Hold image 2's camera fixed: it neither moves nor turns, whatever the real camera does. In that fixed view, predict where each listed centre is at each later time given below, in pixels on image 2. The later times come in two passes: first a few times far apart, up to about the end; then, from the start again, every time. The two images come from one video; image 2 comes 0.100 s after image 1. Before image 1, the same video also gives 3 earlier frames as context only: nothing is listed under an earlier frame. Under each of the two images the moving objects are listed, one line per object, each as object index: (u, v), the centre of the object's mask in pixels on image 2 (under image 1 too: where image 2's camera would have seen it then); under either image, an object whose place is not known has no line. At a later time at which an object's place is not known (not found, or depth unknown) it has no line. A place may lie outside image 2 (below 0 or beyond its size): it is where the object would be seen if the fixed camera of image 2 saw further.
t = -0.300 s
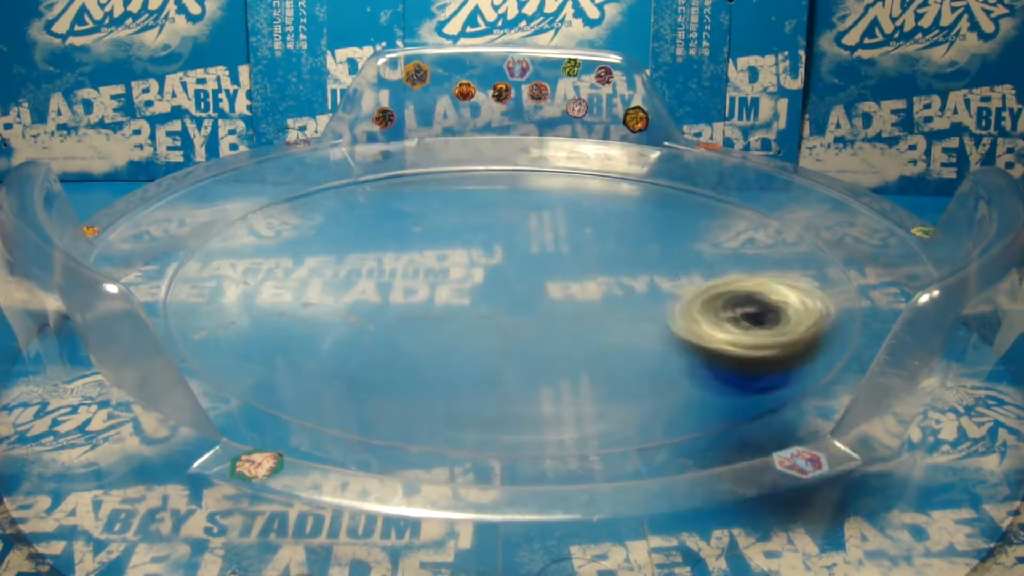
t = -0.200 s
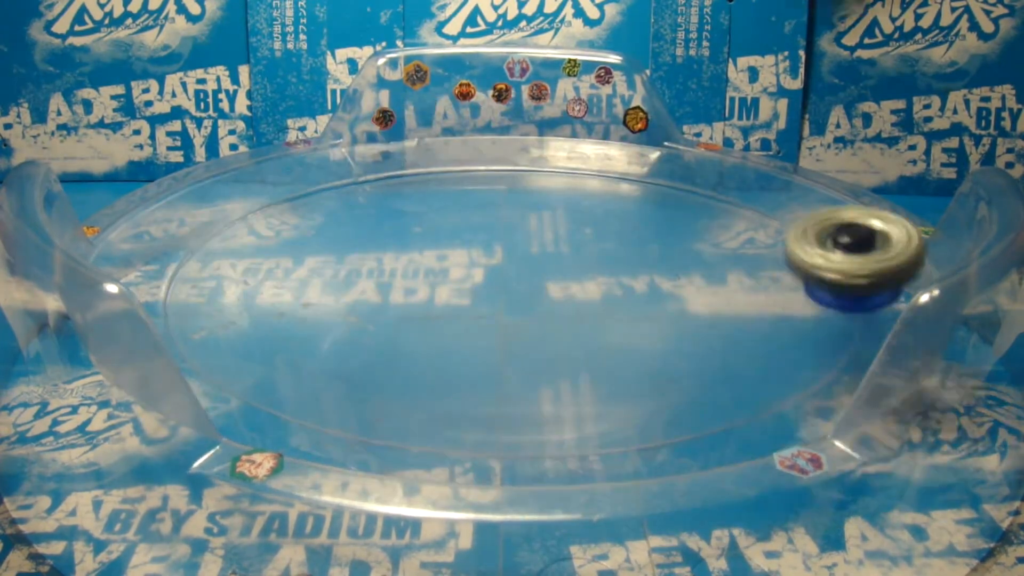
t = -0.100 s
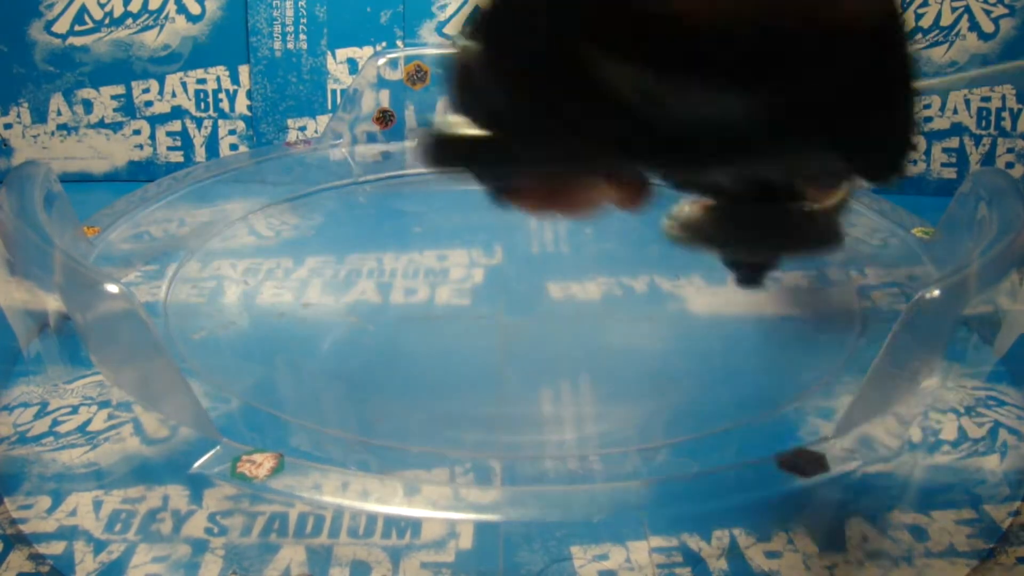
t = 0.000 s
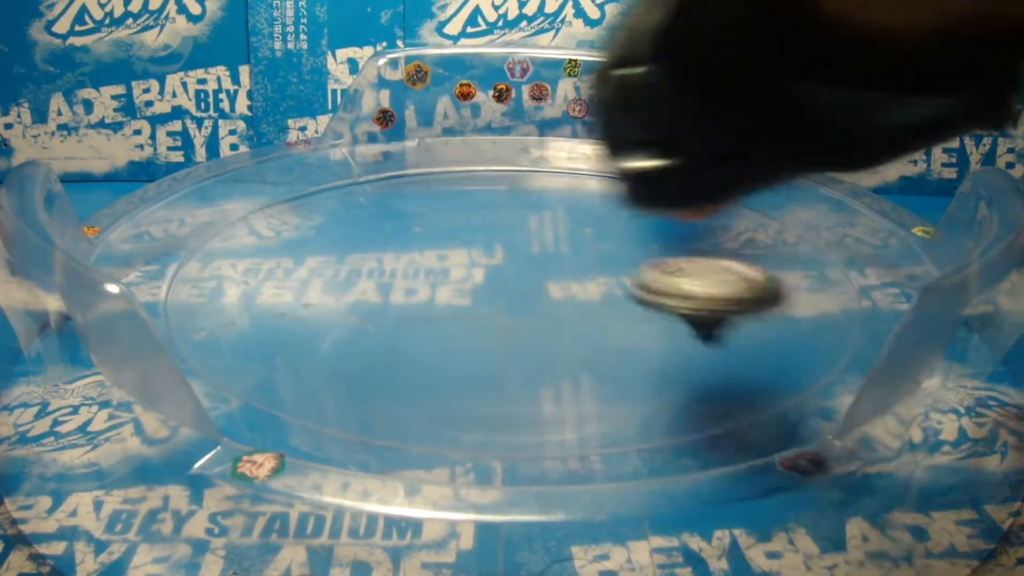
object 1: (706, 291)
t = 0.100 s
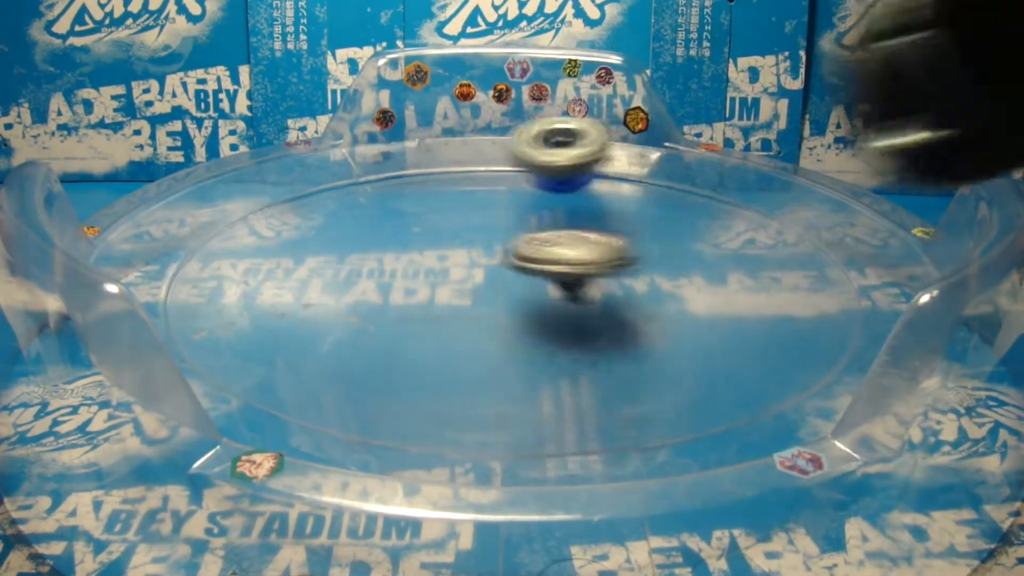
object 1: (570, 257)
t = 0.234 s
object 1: (308, 224)
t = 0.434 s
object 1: (278, 347)
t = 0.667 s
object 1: (700, 309)
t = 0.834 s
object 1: (780, 231)
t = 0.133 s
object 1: (518, 238)
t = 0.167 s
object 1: (464, 219)
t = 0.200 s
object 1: (391, 220)
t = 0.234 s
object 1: (308, 224)
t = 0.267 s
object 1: (223, 223)
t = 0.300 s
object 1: (149, 216)
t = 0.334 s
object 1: (168, 208)
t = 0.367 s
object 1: (195, 225)
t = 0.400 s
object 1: (233, 276)
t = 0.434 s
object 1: (278, 347)
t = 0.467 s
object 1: (345, 360)
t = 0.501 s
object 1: (441, 383)
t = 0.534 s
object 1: (555, 397)
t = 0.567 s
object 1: (678, 395)
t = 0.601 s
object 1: (748, 362)
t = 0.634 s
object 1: (722, 316)
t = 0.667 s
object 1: (700, 309)
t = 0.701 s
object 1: (696, 307)
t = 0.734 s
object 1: (737, 287)
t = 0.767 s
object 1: (769, 294)
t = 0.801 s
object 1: (778, 250)
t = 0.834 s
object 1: (780, 231)
